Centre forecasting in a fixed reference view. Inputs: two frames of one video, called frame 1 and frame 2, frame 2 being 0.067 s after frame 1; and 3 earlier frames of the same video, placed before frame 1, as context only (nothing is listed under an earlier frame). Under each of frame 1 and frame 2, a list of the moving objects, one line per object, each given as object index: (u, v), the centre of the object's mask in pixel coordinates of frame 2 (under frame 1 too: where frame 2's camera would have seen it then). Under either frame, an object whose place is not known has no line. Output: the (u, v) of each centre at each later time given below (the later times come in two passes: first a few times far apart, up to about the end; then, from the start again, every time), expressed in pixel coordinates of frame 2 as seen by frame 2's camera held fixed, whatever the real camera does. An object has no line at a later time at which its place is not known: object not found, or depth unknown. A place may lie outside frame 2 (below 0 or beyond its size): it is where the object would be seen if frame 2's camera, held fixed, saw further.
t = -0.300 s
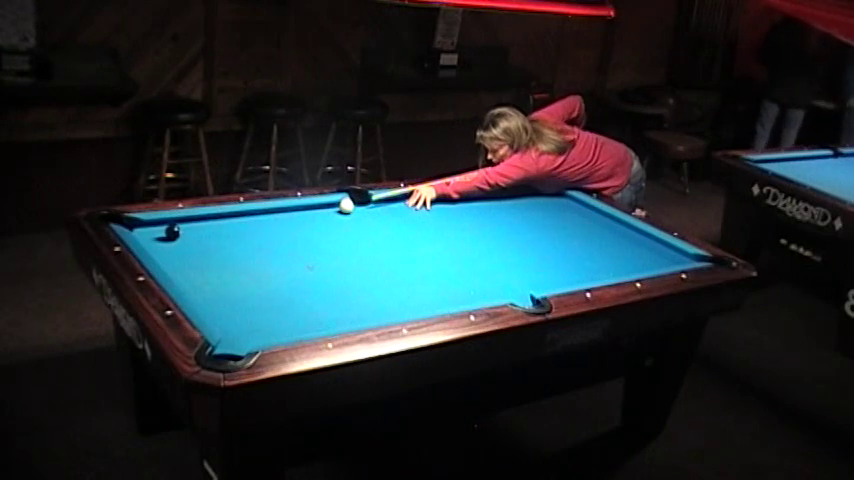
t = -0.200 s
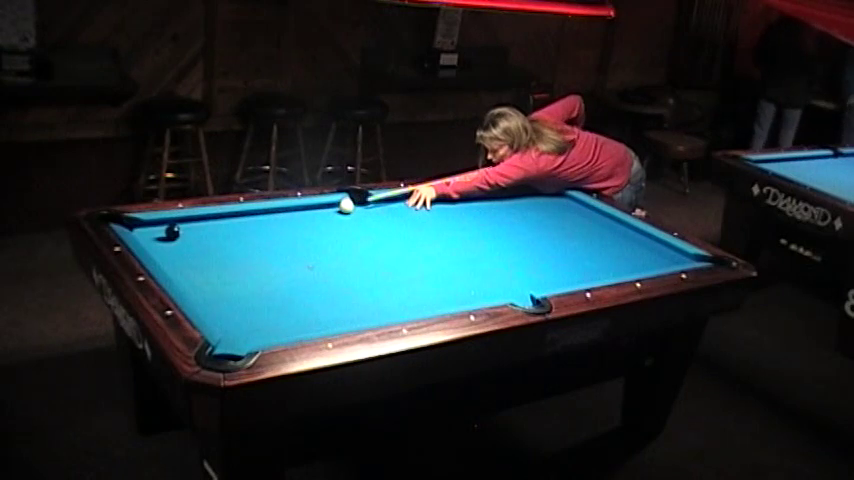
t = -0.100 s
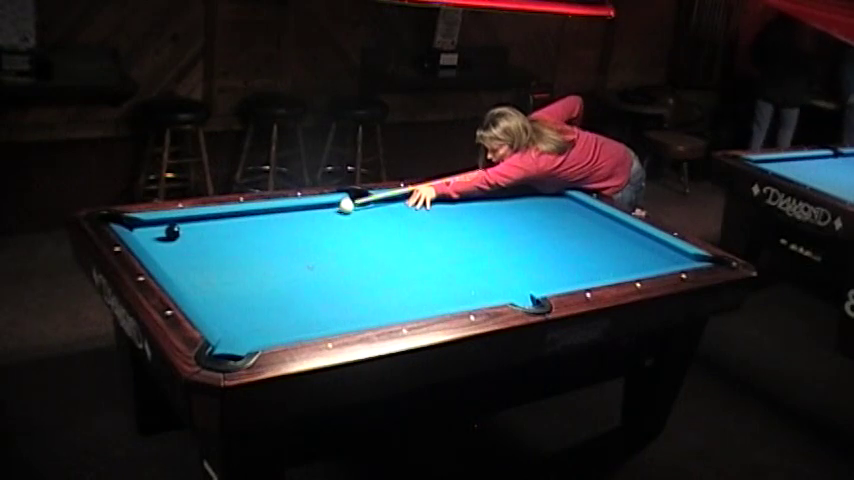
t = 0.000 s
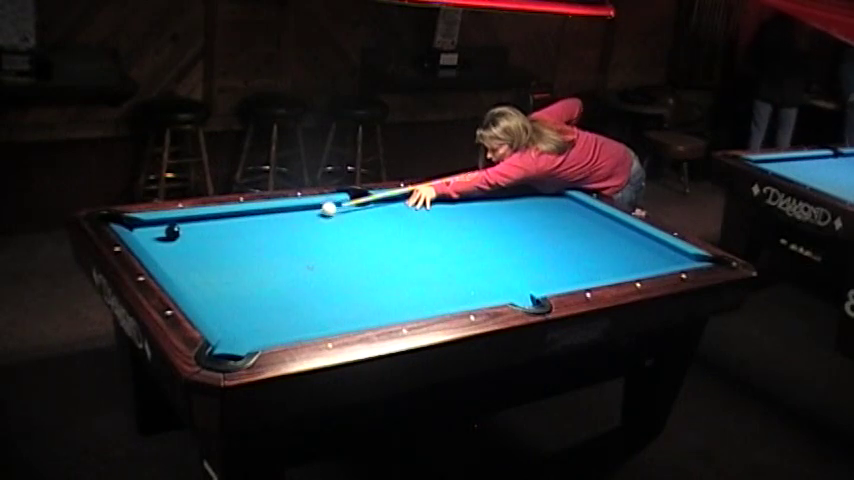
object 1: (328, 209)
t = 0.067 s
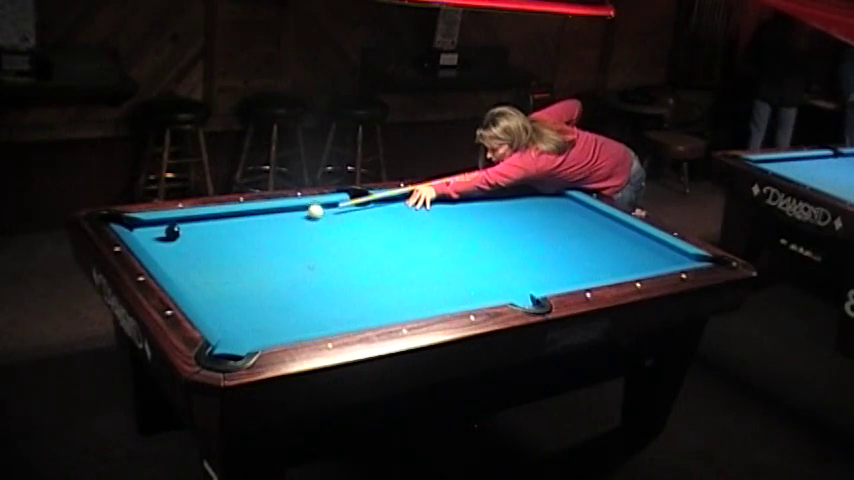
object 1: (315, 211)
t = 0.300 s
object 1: (266, 220)
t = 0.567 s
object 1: (207, 230)
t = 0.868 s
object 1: (166, 246)
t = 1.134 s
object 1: (177, 255)
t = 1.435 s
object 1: (212, 261)
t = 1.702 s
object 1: (242, 265)
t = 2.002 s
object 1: (274, 270)
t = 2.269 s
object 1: (301, 275)
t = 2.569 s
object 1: (328, 279)
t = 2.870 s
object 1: (354, 283)
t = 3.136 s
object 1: (375, 287)
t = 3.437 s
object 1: (397, 290)
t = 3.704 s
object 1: (415, 293)
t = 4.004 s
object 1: (432, 296)
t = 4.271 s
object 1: (446, 297)
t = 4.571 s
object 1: (460, 298)
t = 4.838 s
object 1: (466, 298)
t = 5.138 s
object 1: (468, 296)
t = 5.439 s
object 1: (468, 296)
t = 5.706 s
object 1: (468, 295)
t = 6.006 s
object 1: (468, 295)
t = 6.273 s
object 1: (468, 295)
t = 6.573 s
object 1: (468, 295)
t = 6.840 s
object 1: (468, 295)
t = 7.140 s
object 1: (468, 295)
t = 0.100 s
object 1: (308, 212)
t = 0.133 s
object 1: (302, 214)
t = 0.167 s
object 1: (295, 215)
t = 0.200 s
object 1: (288, 216)
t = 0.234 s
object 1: (280, 217)
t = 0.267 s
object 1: (273, 218)
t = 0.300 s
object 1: (266, 220)
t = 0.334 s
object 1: (259, 221)
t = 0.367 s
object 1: (252, 222)
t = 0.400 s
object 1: (245, 223)
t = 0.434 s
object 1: (238, 225)
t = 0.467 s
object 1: (230, 226)
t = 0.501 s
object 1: (222, 228)
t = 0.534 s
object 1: (215, 229)
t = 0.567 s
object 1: (207, 230)
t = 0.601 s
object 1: (199, 232)
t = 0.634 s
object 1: (192, 233)
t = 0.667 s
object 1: (186, 234)
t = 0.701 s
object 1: (184, 236)
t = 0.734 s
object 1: (181, 239)
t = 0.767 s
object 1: (177, 241)
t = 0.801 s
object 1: (173, 242)
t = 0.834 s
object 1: (169, 244)
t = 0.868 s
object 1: (166, 246)
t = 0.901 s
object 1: (163, 249)
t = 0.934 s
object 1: (159, 251)
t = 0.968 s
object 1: (158, 252)
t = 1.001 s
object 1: (161, 253)
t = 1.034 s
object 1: (165, 254)
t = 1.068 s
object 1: (169, 254)
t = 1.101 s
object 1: (173, 255)
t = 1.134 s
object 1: (177, 255)
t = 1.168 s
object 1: (181, 256)
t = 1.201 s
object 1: (185, 257)
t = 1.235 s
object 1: (189, 257)
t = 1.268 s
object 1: (193, 257)
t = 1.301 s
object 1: (197, 259)
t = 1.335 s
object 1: (201, 259)
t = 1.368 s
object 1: (205, 260)
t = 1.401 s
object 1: (209, 260)
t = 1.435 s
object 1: (212, 261)
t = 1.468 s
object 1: (216, 262)
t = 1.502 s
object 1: (220, 262)
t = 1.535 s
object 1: (223, 263)
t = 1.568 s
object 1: (227, 264)
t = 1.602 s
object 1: (231, 264)
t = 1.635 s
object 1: (235, 265)
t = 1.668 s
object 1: (239, 265)
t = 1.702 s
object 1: (242, 265)
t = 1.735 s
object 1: (246, 266)
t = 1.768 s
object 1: (250, 267)
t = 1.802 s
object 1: (253, 267)
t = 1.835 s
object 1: (257, 268)
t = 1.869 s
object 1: (260, 268)
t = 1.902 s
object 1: (264, 269)
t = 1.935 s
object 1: (267, 269)
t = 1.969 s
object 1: (271, 270)
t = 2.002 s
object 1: (274, 270)
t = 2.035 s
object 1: (278, 271)
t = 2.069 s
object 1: (281, 271)
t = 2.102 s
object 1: (284, 272)
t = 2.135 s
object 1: (288, 272)
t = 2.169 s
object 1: (291, 273)
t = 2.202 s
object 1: (294, 274)
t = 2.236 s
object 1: (297, 274)
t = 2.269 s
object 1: (301, 275)
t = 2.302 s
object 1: (304, 275)
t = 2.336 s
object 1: (307, 276)
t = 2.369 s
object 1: (310, 276)
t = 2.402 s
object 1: (313, 277)
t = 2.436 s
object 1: (316, 277)
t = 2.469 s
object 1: (319, 278)
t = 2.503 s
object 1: (322, 278)
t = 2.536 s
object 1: (325, 279)
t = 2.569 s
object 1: (328, 279)
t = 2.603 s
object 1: (331, 280)
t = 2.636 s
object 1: (334, 280)
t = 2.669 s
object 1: (337, 281)
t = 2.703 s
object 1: (340, 281)
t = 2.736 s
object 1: (343, 281)
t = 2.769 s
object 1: (346, 282)
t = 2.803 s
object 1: (349, 282)
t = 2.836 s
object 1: (352, 283)
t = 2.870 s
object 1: (354, 283)
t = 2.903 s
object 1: (357, 284)
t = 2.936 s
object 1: (360, 284)
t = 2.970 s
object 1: (362, 285)
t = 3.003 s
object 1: (365, 285)
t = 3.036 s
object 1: (368, 285)
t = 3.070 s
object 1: (370, 286)
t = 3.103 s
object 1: (373, 286)
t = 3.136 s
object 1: (375, 287)
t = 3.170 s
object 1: (378, 287)
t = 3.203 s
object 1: (380, 288)
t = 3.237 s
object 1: (383, 288)
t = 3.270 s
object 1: (385, 288)
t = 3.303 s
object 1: (388, 289)
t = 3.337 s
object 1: (390, 289)
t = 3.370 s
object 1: (393, 290)
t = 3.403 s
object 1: (395, 290)
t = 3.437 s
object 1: (397, 290)
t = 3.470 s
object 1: (399, 291)
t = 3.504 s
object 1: (402, 291)
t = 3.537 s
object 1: (404, 291)
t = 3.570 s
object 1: (406, 292)
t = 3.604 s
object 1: (408, 292)
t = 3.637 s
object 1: (410, 293)
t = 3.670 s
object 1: (412, 293)
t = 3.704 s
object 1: (415, 293)
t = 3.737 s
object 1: (416, 293)
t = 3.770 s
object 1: (419, 294)
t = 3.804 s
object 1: (421, 294)
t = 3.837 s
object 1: (423, 295)
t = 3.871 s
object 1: (425, 295)
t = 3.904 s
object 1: (427, 295)
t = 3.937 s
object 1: (429, 295)
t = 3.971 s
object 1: (431, 296)
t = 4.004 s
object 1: (432, 296)
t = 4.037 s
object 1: (434, 296)
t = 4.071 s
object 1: (436, 297)
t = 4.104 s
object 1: (438, 297)
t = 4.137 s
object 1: (439, 297)
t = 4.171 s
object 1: (441, 297)
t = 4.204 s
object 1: (443, 297)
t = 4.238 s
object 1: (444, 297)
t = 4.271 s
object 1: (446, 297)
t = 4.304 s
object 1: (448, 297)
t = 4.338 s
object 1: (449, 297)
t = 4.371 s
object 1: (451, 297)
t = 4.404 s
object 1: (453, 297)
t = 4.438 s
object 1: (454, 297)
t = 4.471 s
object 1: (456, 297)
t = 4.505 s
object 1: (457, 297)
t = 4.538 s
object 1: (458, 297)
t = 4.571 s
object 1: (460, 298)
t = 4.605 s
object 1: (461, 298)
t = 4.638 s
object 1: (463, 298)
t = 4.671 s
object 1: (464, 298)
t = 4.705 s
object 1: (465, 298)
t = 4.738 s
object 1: (466, 298)
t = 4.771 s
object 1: (466, 298)
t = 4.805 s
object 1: (466, 298)
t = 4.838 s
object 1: (466, 298)
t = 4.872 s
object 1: (467, 297)
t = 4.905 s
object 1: (467, 297)
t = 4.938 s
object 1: (467, 297)
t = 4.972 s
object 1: (467, 297)
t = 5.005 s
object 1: (467, 297)
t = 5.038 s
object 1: (467, 297)
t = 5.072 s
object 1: (467, 297)
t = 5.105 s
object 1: (468, 296)
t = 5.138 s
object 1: (468, 296)
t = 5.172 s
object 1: (468, 296)
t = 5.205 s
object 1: (468, 296)
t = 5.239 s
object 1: (468, 296)
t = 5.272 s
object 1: (468, 296)
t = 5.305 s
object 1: (468, 296)
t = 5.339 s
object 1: (468, 296)
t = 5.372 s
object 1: (468, 296)
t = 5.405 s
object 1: (468, 296)
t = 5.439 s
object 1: (468, 296)
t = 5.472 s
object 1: (468, 296)
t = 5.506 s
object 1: (468, 296)
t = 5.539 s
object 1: (468, 295)
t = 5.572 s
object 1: (468, 295)
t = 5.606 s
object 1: (468, 296)
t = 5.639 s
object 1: (468, 295)
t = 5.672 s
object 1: (468, 295)
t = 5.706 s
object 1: (468, 295)
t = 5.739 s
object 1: (468, 295)
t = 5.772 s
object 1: (468, 295)
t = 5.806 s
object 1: (468, 295)
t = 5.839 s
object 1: (468, 295)
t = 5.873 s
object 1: (468, 295)
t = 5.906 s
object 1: (468, 295)
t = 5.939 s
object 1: (468, 295)
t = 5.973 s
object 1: (468, 295)
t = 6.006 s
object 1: (468, 295)
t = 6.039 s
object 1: (468, 295)
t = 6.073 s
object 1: (468, 295)
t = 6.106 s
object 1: (468, 295)
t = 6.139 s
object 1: (468, 295)
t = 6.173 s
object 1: (468, 295)
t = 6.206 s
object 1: (468, 295)
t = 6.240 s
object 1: (468, 295)
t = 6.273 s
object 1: (468, 295)
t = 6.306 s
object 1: (468, 295)
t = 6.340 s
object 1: (468, 295)
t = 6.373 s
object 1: (468, 295)
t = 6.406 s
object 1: (468, 295)
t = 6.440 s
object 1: (468, 295)
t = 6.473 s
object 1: (468, 295)
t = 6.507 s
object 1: (468, 295)
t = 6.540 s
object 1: (468, 295)
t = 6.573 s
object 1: (468, 295)
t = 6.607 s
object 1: (468, 295)
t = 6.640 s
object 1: (468, 295)
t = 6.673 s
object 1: (468, 295)
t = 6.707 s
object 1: (468, 295)
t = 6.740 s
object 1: (468, 295)
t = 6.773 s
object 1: (468, 296)
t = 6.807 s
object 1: (468, 295)
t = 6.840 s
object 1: (468, 295)
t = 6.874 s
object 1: (468, 295)
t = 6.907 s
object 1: (468, 296)
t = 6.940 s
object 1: (468, 295)
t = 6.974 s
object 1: (468, 295)
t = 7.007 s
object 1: (468, 295)
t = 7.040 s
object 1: (468, 295)
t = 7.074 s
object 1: (468, 295)
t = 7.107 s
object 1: (468, 295)
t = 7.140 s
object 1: (468, 295)
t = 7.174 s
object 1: (468, 295)
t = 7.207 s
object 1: (468, 295)
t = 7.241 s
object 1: (468, 295)
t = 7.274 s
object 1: (468, 295)
